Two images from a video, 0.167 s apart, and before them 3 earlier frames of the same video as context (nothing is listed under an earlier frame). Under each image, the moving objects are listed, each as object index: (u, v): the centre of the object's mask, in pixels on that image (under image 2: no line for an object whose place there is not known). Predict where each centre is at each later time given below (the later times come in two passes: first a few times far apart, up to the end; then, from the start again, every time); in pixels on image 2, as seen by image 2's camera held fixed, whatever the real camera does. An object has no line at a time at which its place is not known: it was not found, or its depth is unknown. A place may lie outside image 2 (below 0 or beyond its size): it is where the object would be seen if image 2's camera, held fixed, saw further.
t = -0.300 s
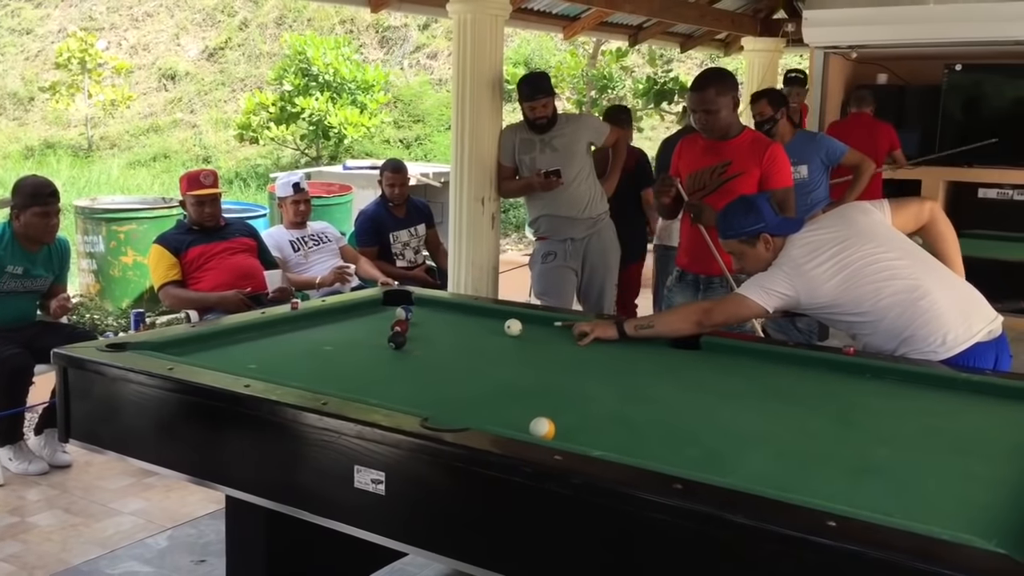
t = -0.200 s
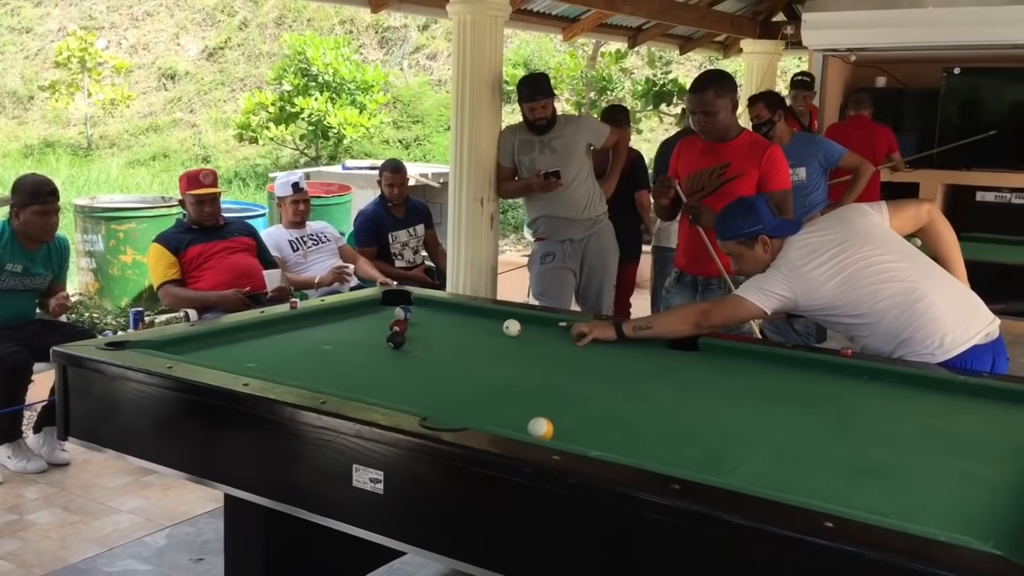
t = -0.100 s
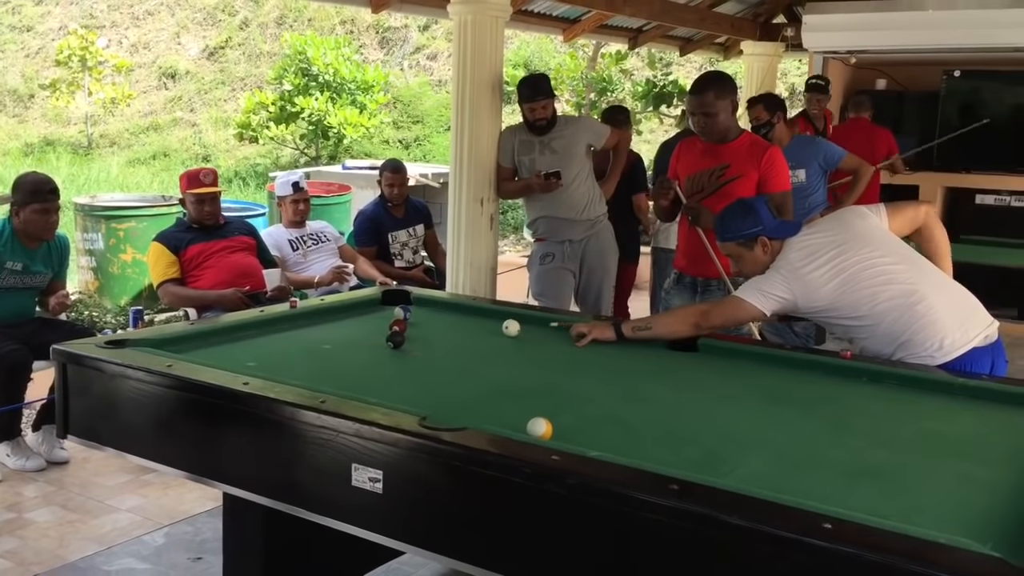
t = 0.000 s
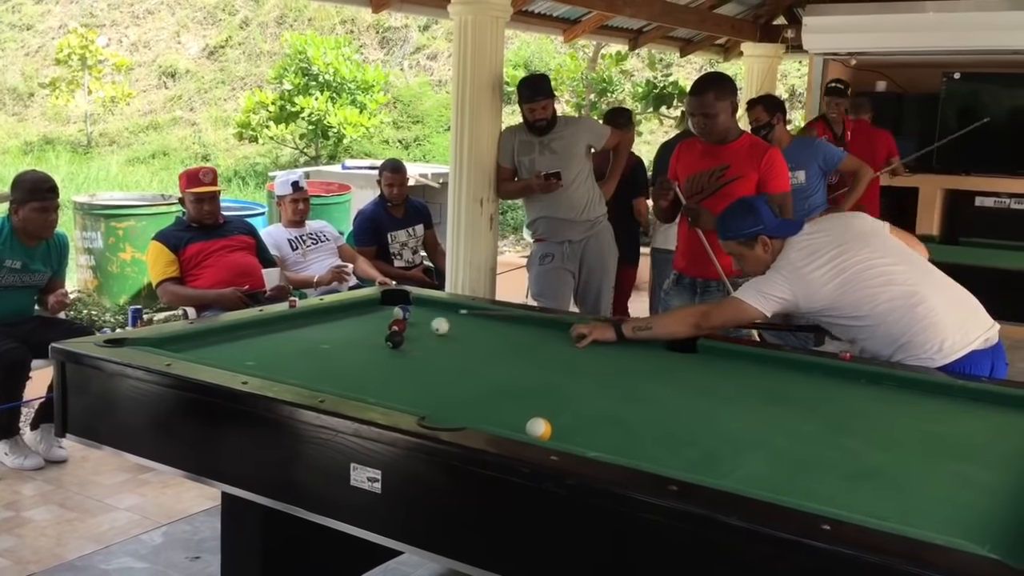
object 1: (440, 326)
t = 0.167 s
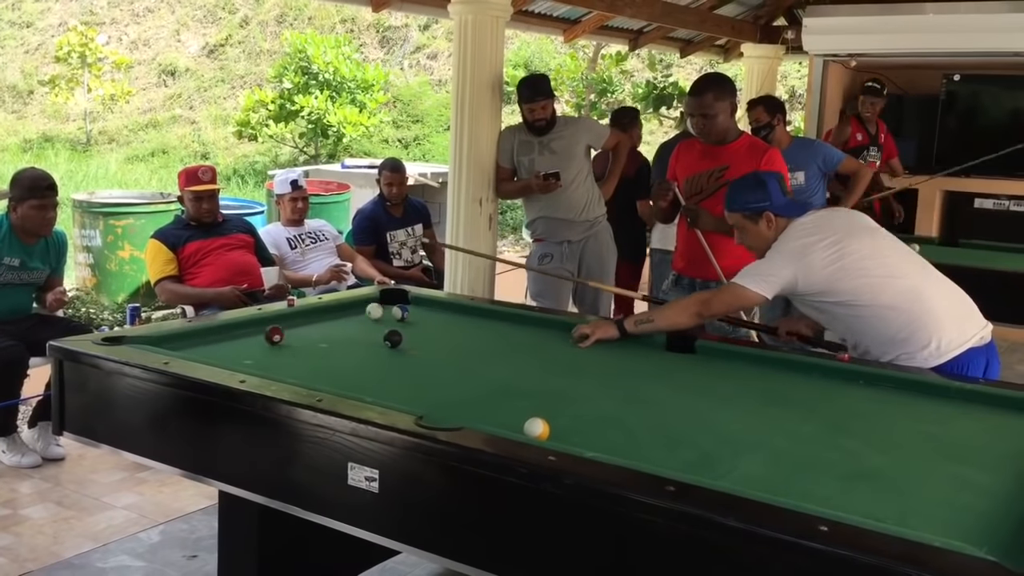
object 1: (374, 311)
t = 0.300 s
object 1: (370, 307)
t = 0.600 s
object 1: (445, 310)
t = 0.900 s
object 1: (481, 314)
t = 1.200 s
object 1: (496, 322)
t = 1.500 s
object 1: (511, 329)
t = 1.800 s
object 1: (526, 336)
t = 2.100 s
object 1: (541, 343)
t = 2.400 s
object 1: (555, 351)
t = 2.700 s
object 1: (569, 357)
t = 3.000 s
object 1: (582, 364)
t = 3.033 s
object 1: (583, 365)
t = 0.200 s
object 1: (364, 308)
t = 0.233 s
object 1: (353, 306)
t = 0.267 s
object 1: (359, 306)
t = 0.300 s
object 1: (370, 307)
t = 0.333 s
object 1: (381, 308)
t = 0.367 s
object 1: (389, 307)
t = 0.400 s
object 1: (398, 304)
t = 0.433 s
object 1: (410, 307)
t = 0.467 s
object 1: (416, 308)
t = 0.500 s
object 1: (423, 309)
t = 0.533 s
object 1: (429, 309)
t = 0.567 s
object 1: (437, 310)
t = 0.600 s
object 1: (445, 310)
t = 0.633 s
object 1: (452, 310)
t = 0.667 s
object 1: (459, 310)
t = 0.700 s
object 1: (467, 310)
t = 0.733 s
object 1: (473, 310)
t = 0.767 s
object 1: (475, 311)
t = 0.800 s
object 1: (476, 312)
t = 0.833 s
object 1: (478, 313)
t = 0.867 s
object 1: (480, 313)
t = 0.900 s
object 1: (481, 314)
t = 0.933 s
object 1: (483, 315)
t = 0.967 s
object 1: (485, 316)
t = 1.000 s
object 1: (486, 317)
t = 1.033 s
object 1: (488, 317)
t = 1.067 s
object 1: (490, 318)
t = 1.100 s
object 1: (491, 319)
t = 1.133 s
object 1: (493, 320)
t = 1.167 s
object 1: (495, 321)
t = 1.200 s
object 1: (496, 322)
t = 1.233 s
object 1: (498, 322)
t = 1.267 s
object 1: (499, 323)
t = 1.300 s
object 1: (501, 324)
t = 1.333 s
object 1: (503, 325)
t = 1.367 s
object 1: (504, 326)
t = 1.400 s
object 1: (506, 326)
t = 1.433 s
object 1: (508, 327)
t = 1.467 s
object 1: (509, 328)
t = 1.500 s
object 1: (511, 329)
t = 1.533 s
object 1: (513, 330)
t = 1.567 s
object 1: (514, 331)
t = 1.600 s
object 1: (516, 331)
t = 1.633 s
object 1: (518, 332)
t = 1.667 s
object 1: (519, 333)
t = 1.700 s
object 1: (521, 333)
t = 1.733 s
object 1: (523, 335)
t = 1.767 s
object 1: (524, 335)
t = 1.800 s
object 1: (526, 336)
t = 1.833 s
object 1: (527, 337)
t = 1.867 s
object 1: (529, 338)
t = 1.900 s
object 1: (531, 338)
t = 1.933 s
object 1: (532, 339)
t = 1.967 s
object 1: (534, 340)
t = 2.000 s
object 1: (536, 341)
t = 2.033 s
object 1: (537, 342)
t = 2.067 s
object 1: (539, 343)
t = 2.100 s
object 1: (541, 343)
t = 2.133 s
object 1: (542, 344)
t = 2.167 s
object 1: (544, 345)
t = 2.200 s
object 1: (545, 346)
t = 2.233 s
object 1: (547, 347)
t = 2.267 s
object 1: (549, 347)
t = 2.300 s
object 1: (550, 348)
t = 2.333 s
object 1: (552, 349)
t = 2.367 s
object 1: (553, 350)
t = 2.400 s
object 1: (555, 351)
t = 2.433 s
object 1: (557, 352)
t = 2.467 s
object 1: (558, 352)
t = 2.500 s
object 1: (560, 353)
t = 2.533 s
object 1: (561, 354)
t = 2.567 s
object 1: (562, 354)
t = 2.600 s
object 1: (564, 355)
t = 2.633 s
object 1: (566, 356)
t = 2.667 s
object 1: (567, 356)
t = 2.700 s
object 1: (569, 357)
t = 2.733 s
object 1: (570, 358)
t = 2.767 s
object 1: (572, 359)
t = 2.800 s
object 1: (573, 360)
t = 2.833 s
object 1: (575, 360)
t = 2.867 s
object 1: (576, 361)
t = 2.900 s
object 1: (577, 362)
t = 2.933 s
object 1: (579, 362)
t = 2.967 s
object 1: (580, 363)
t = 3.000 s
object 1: (582, 364)
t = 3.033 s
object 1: (583, 365)
